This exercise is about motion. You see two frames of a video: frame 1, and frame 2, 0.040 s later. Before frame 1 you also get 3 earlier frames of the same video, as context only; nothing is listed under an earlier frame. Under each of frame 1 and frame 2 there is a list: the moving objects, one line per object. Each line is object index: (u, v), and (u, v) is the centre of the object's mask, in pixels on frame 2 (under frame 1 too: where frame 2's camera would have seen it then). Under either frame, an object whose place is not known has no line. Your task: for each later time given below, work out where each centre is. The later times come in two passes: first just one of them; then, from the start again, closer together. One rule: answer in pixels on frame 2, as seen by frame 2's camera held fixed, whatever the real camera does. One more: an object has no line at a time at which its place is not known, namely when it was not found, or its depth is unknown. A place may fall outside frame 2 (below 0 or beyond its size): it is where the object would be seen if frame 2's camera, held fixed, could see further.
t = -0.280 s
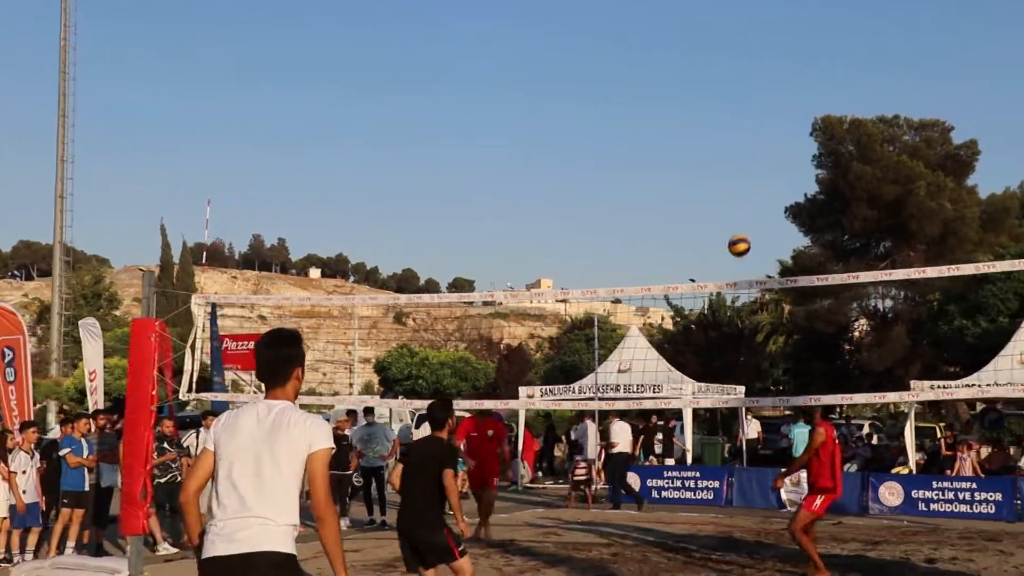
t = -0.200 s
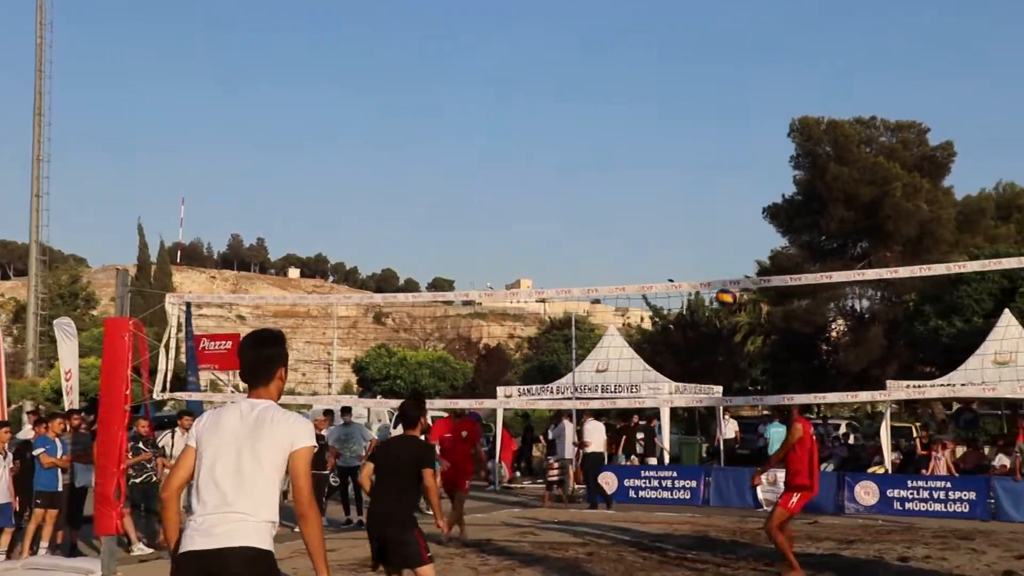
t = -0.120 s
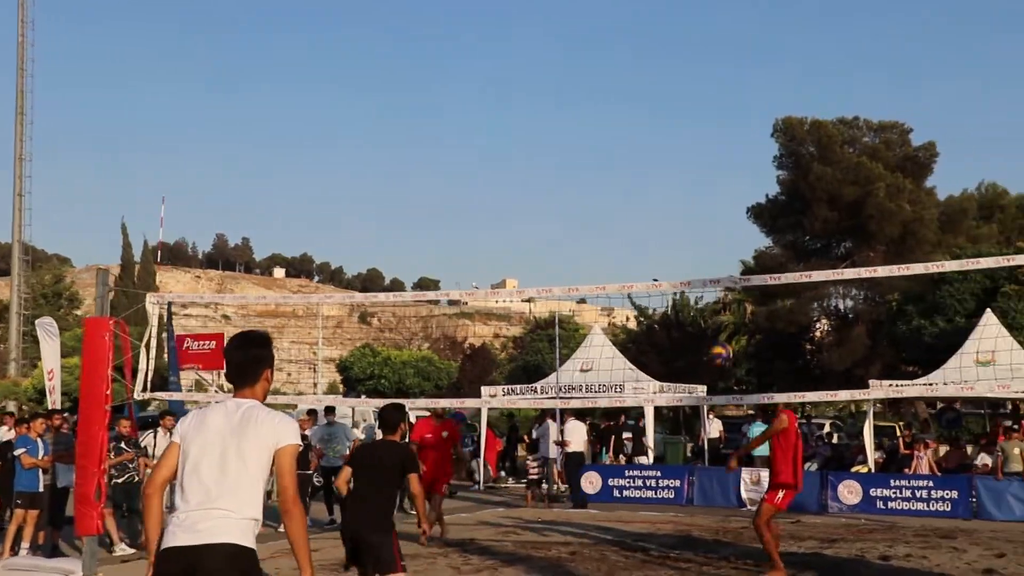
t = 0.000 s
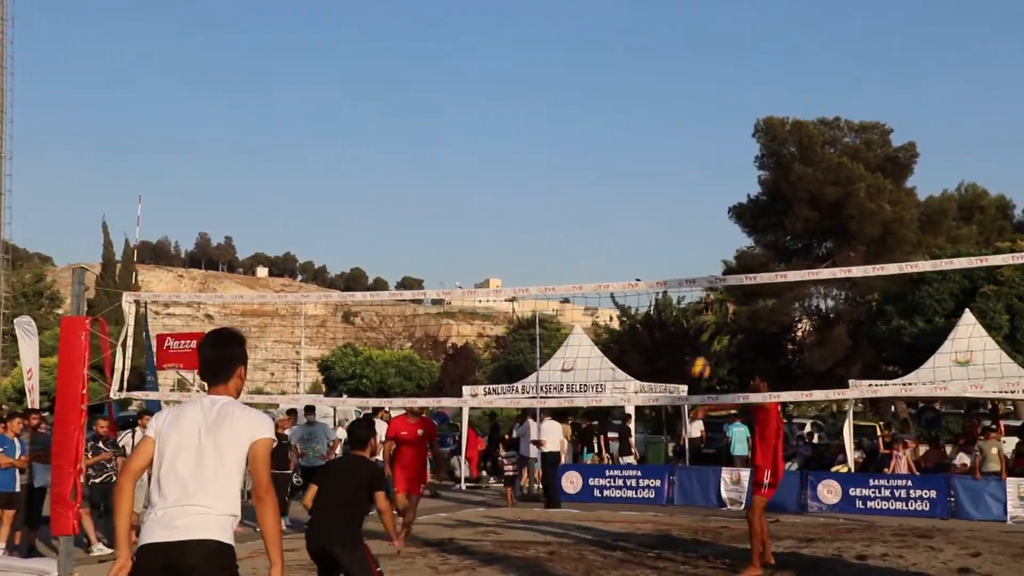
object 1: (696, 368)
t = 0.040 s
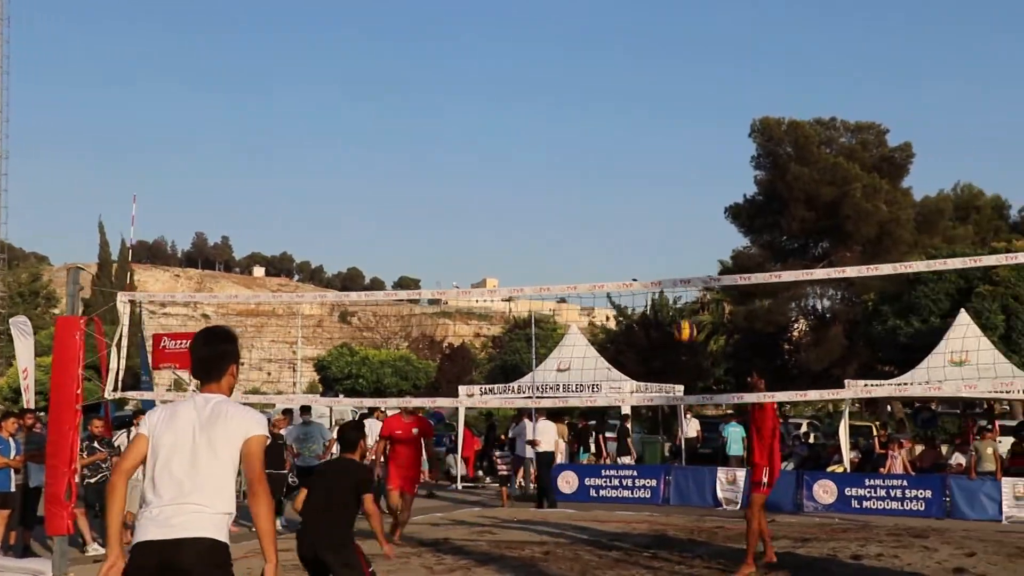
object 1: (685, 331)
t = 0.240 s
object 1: (638, 177)
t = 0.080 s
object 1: (674, 297)
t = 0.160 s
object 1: (656, 233)
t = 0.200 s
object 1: (647, 204)
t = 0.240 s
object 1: (638, 177)
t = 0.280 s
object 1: (629, 152)
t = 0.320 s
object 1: (620, 129)
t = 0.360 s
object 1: (611, 108)
